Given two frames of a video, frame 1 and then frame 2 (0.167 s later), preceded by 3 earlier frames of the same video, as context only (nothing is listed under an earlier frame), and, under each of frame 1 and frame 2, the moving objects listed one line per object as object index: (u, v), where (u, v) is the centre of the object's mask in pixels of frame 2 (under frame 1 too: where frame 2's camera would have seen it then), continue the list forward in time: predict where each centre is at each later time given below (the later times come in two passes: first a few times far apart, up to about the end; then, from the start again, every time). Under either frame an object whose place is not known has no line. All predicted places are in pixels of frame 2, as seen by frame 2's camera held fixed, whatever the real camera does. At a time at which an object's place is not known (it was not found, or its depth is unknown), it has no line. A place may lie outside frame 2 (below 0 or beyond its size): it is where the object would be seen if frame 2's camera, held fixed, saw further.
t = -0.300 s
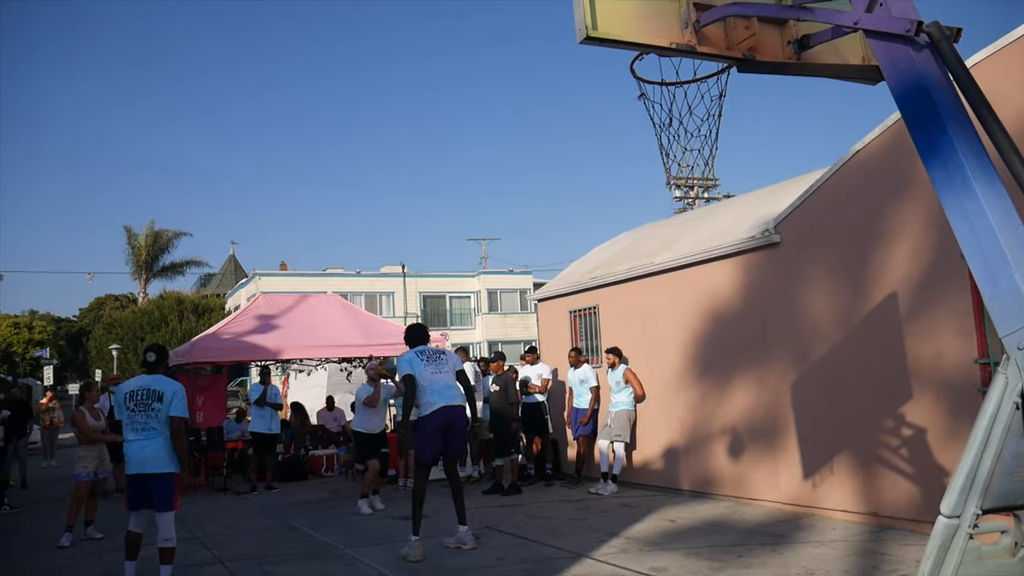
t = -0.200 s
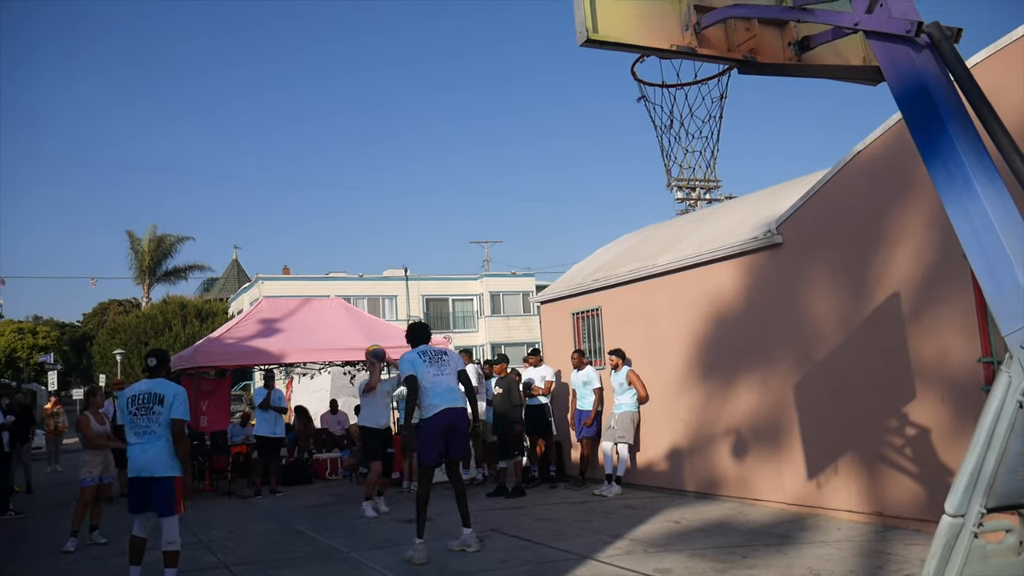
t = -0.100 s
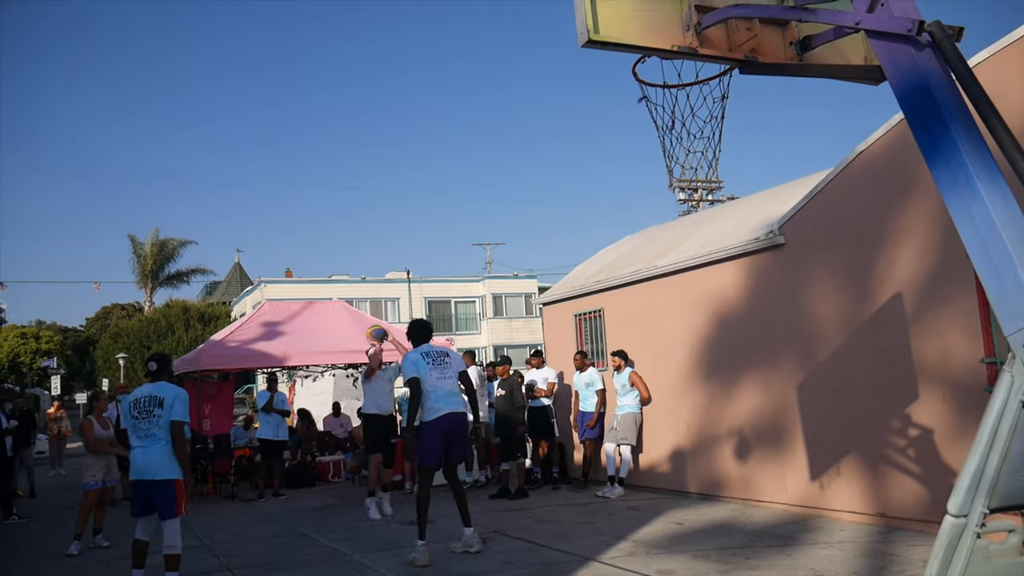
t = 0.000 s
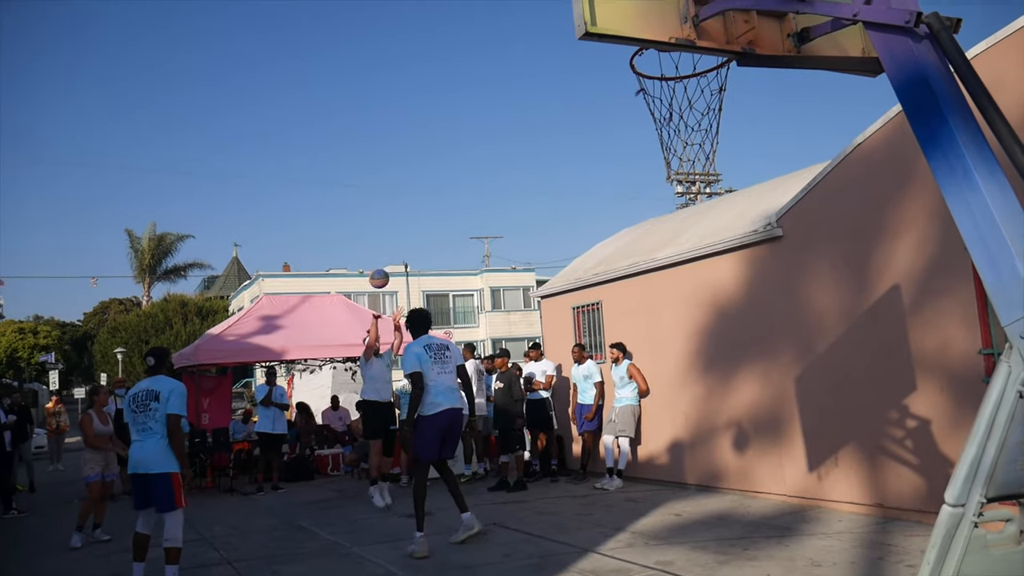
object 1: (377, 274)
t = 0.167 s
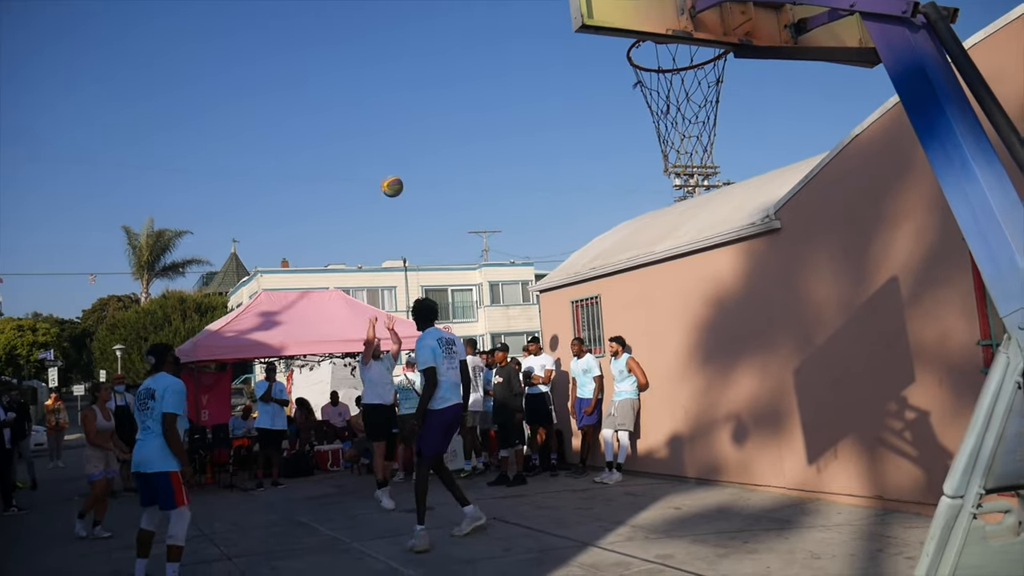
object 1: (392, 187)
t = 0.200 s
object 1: (395, 170)
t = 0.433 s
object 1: (422, 69)
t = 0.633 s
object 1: (455, 5)
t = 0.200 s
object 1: (395, 170)
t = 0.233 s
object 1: (399, 154)
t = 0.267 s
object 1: (402, 139)
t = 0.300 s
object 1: (406, 124)
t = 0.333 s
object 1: (410, 109)
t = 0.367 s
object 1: (414, 96)
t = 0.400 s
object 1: (418, 82)
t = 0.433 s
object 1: (422, 69)
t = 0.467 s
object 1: (427, 57)
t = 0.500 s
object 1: (432, 45)
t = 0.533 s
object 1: (437, 34)
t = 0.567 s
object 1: (443, 24)
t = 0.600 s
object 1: (448, 14)
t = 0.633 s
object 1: (455, 5)
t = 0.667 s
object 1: (461, -3)
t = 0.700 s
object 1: (468, -10)
